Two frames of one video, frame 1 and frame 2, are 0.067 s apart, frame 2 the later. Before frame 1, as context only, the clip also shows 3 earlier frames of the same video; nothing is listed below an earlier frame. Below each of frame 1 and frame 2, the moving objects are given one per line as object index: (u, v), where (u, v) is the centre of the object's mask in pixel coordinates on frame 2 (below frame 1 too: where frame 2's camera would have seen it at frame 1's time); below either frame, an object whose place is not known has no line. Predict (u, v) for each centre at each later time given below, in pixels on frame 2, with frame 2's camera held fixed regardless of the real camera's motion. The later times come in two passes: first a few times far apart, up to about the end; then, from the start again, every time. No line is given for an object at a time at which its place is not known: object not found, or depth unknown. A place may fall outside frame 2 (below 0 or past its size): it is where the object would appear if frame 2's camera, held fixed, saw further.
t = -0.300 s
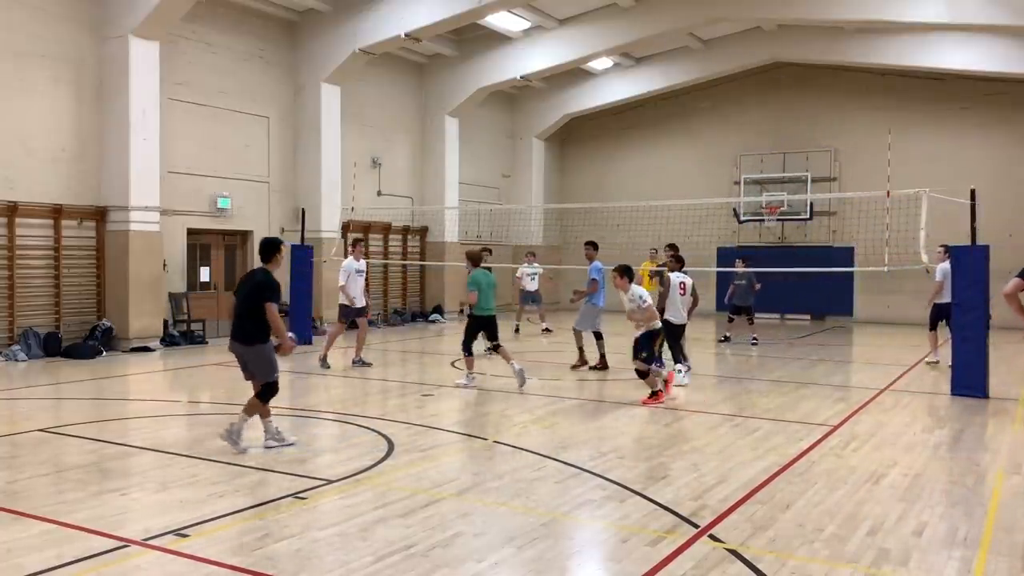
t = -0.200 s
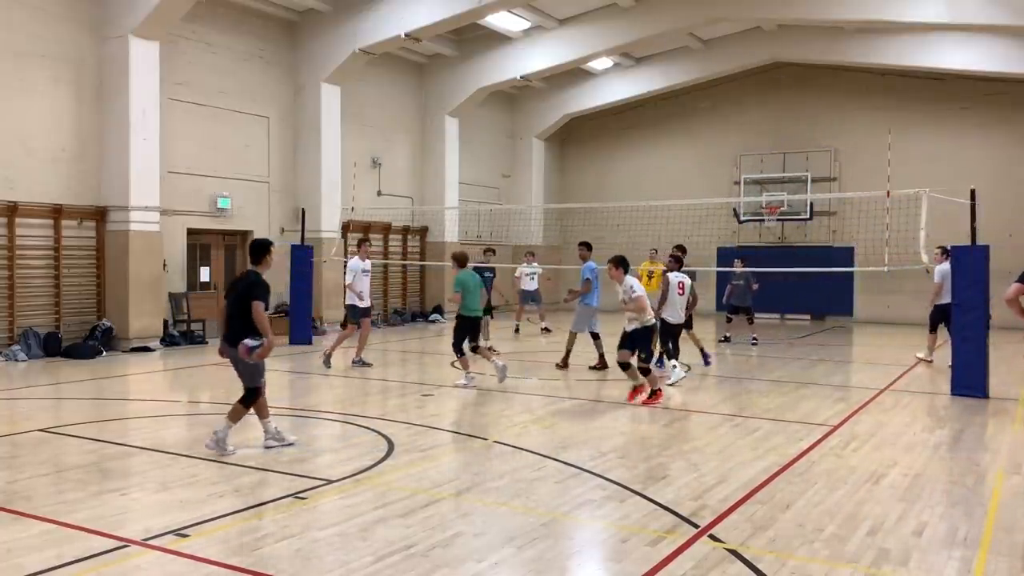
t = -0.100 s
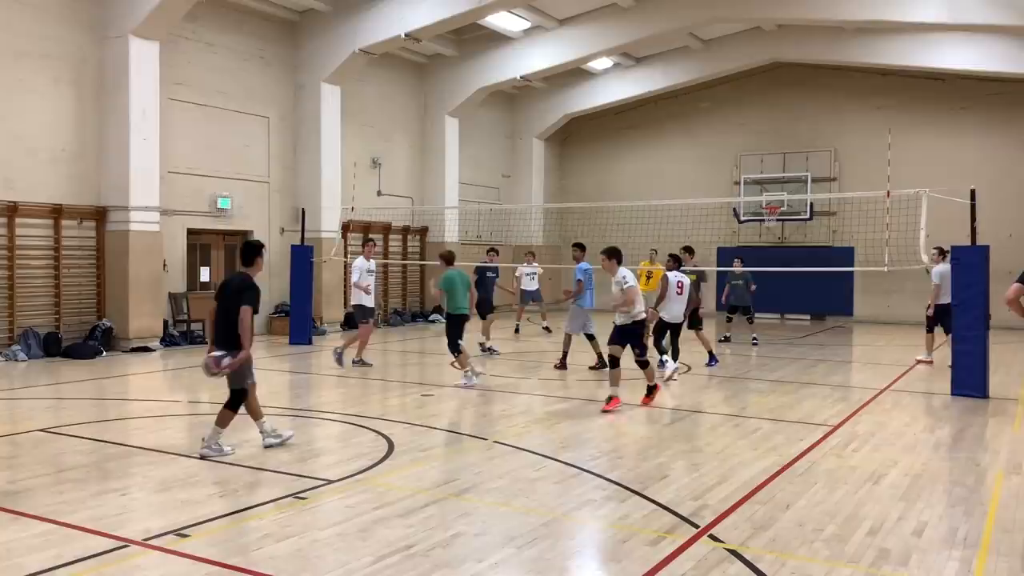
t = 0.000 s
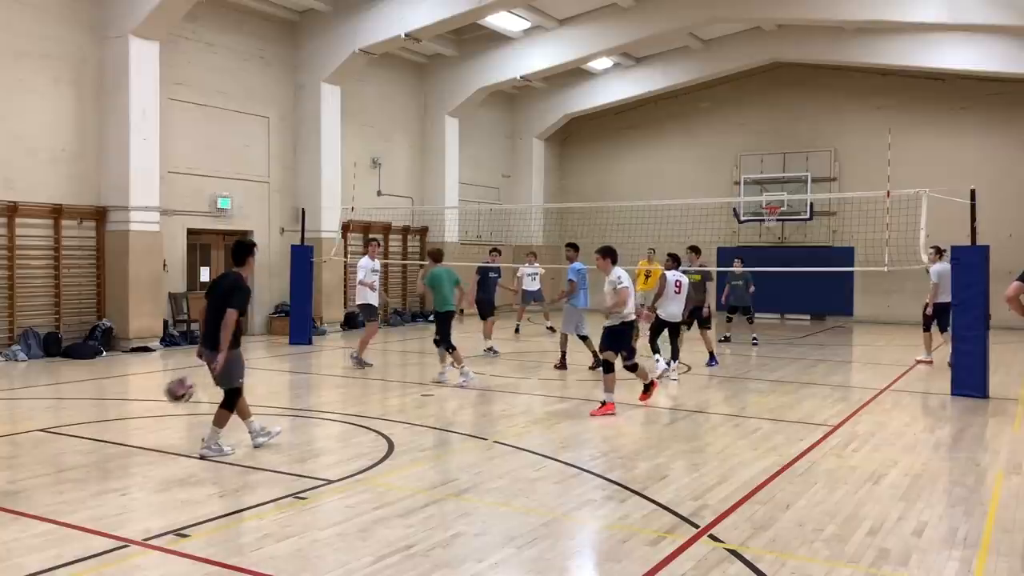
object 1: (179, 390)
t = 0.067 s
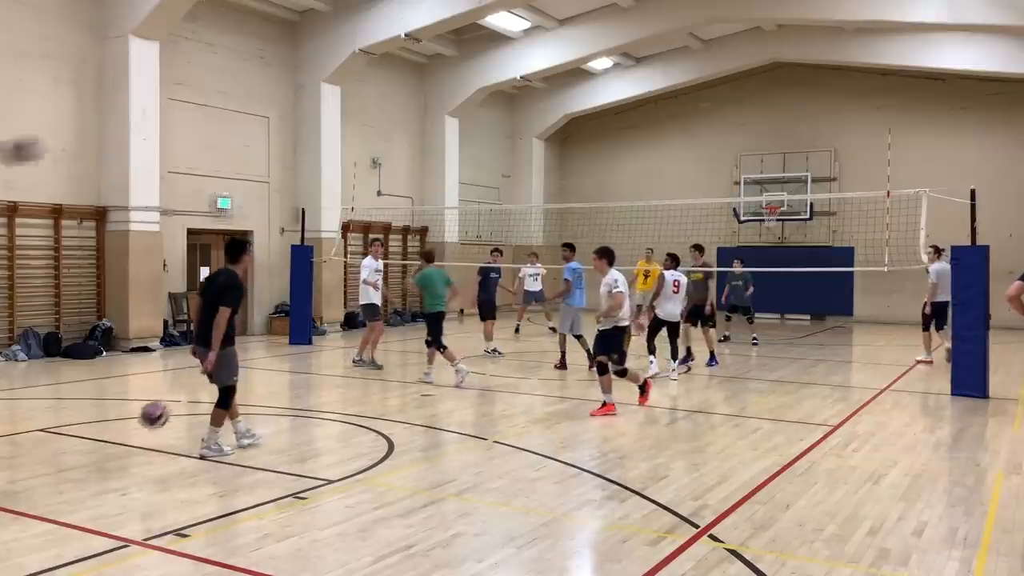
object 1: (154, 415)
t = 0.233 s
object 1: (100, 436)
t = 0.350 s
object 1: (72, 405)
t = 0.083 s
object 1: (148, 421)
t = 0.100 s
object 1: (142, 429)
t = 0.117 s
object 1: (135, 437)
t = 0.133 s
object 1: (129, 445)
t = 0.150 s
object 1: (123, 454)
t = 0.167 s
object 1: (117, 461)
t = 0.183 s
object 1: (112, 454)
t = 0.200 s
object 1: (108, 448)
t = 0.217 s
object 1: (104, 441)
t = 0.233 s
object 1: (100, 436)
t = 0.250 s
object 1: (96, 431)
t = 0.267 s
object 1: (91, 426)
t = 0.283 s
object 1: (88, 422)
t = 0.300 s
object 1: (85, 417)
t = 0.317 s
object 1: (81, 412)
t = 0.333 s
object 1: (77, 408)
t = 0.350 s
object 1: (72, 405)
